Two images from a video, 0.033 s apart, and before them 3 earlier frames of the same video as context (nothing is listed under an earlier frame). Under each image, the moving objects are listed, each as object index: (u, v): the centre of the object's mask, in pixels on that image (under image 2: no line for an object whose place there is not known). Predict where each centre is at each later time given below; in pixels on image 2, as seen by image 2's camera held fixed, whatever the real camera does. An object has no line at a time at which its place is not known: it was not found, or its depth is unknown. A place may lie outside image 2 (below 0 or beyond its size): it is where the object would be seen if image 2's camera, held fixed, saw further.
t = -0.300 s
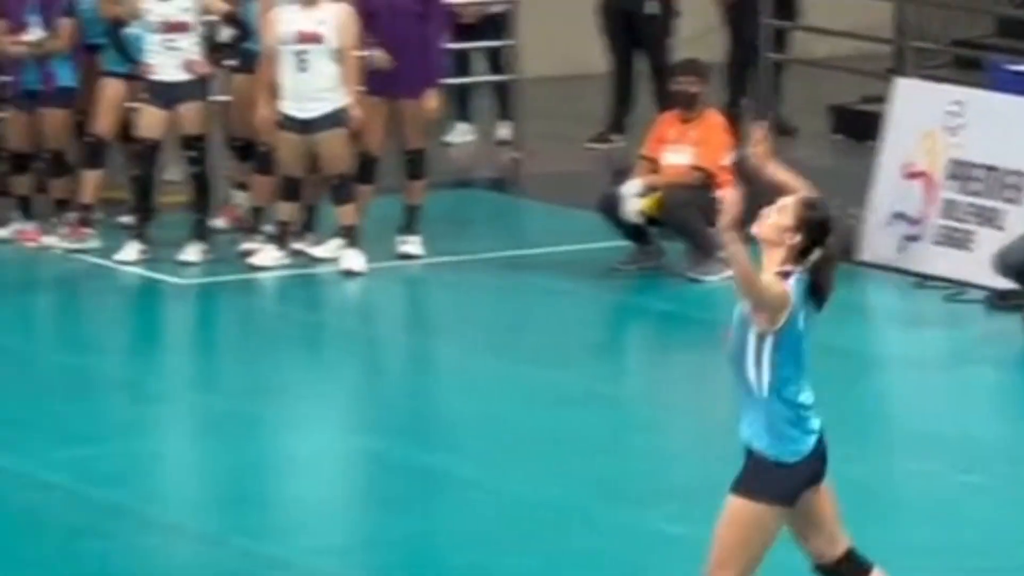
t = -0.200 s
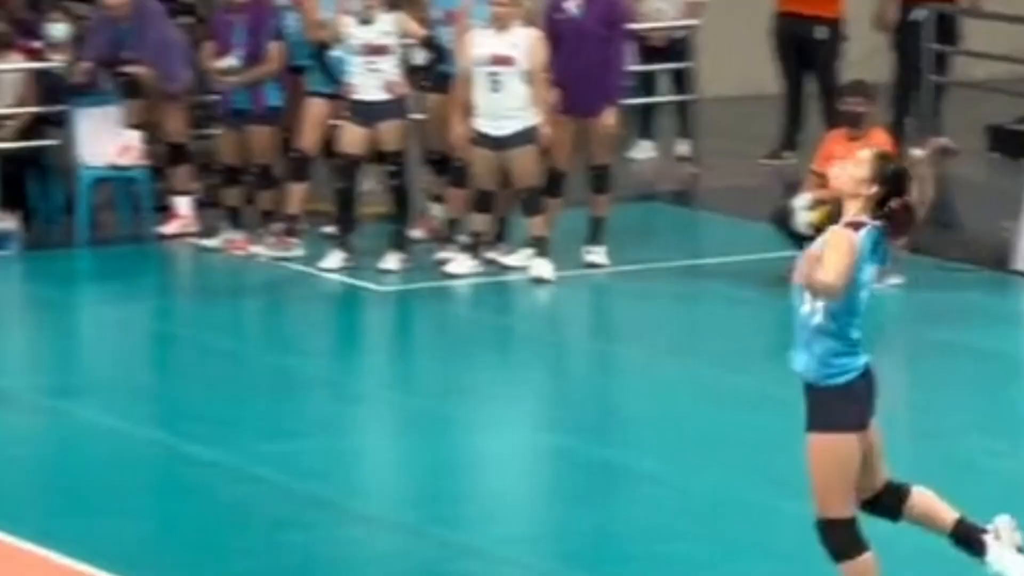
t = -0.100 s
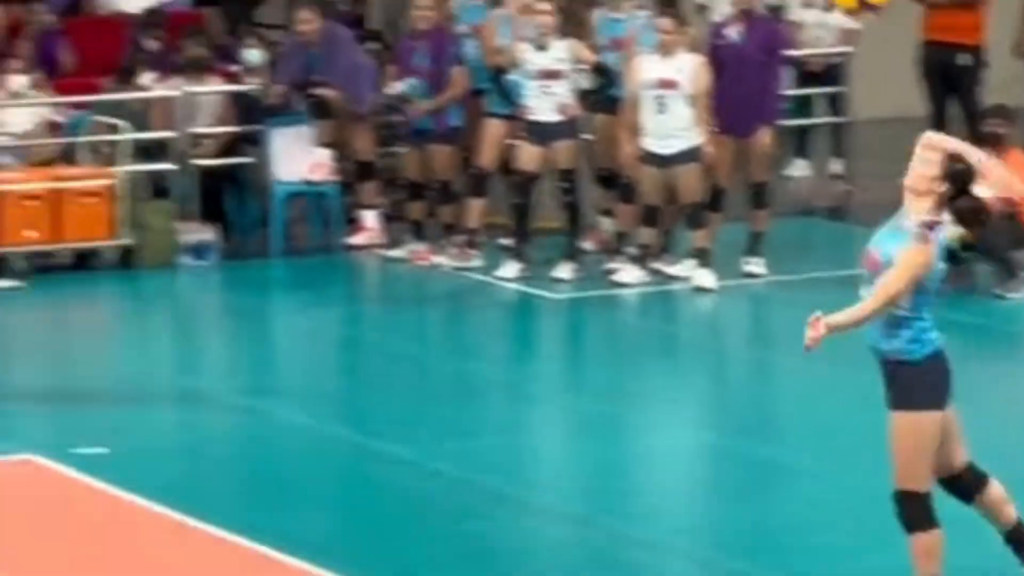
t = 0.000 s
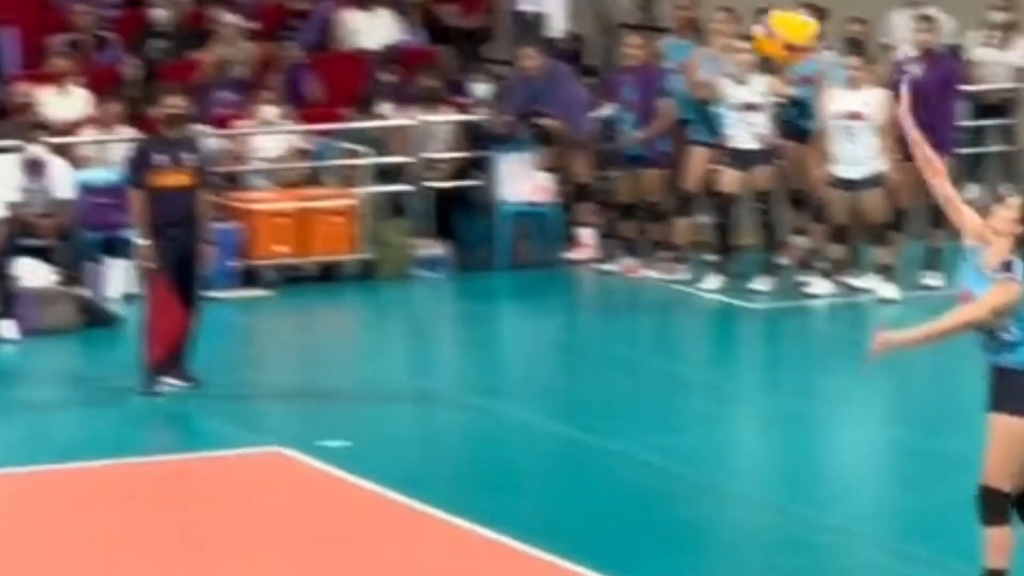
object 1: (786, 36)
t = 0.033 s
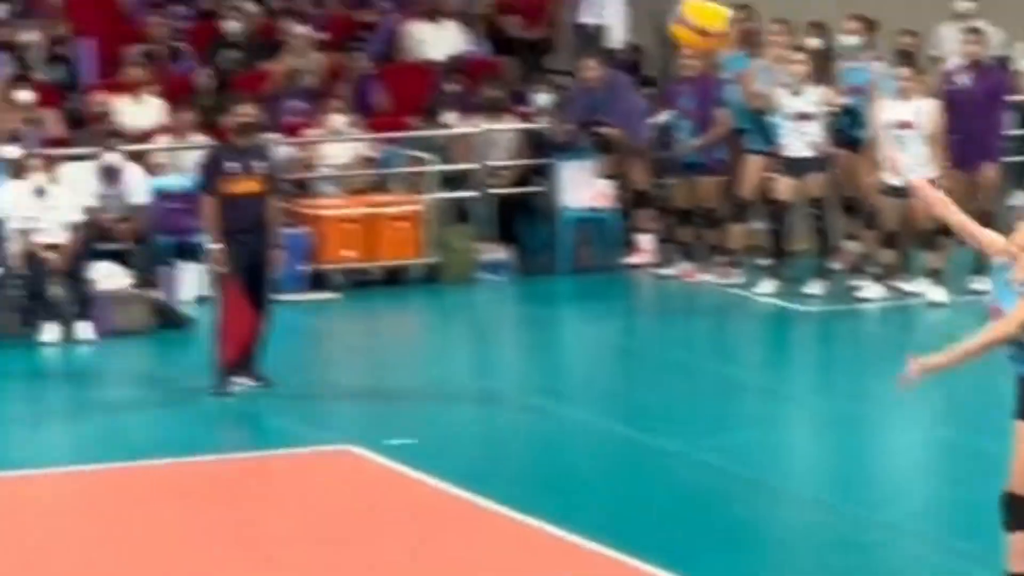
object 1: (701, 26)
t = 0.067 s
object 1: (563, 10)
